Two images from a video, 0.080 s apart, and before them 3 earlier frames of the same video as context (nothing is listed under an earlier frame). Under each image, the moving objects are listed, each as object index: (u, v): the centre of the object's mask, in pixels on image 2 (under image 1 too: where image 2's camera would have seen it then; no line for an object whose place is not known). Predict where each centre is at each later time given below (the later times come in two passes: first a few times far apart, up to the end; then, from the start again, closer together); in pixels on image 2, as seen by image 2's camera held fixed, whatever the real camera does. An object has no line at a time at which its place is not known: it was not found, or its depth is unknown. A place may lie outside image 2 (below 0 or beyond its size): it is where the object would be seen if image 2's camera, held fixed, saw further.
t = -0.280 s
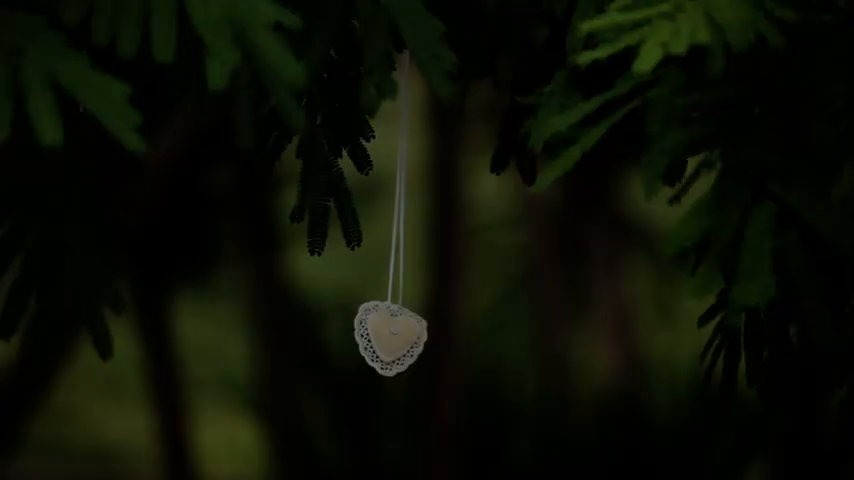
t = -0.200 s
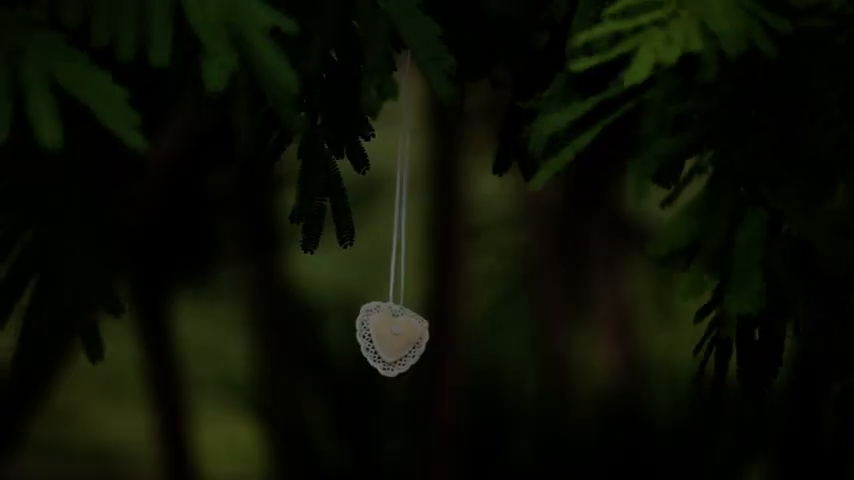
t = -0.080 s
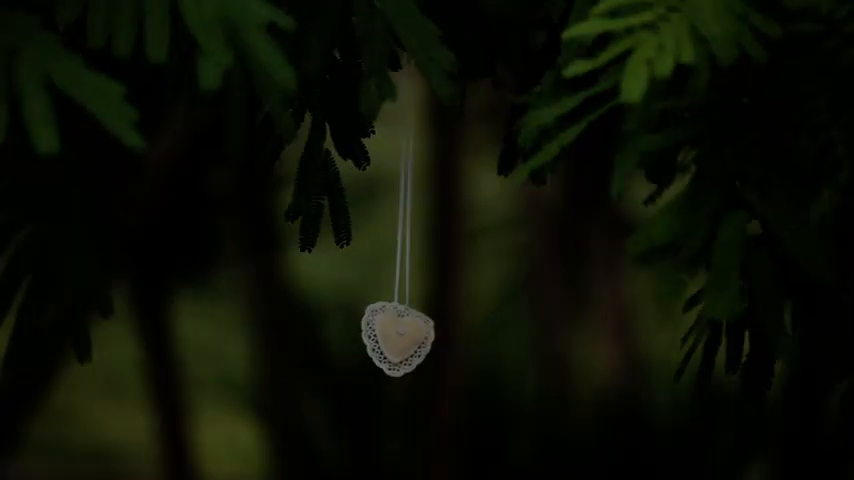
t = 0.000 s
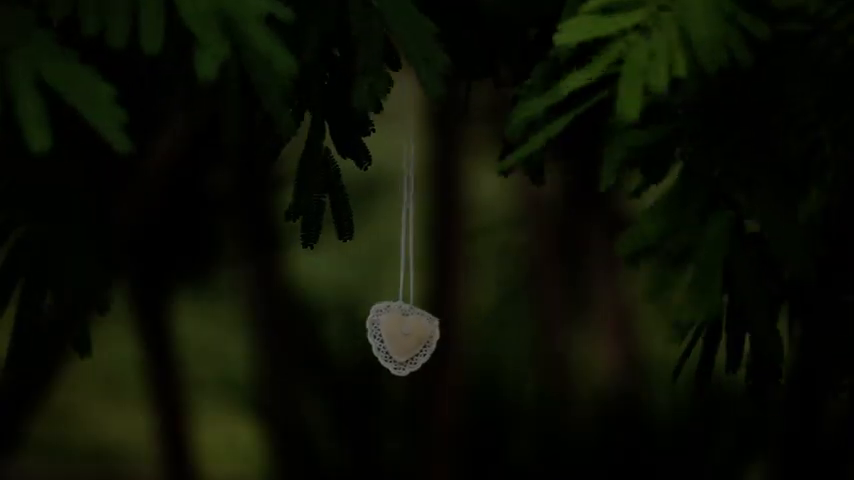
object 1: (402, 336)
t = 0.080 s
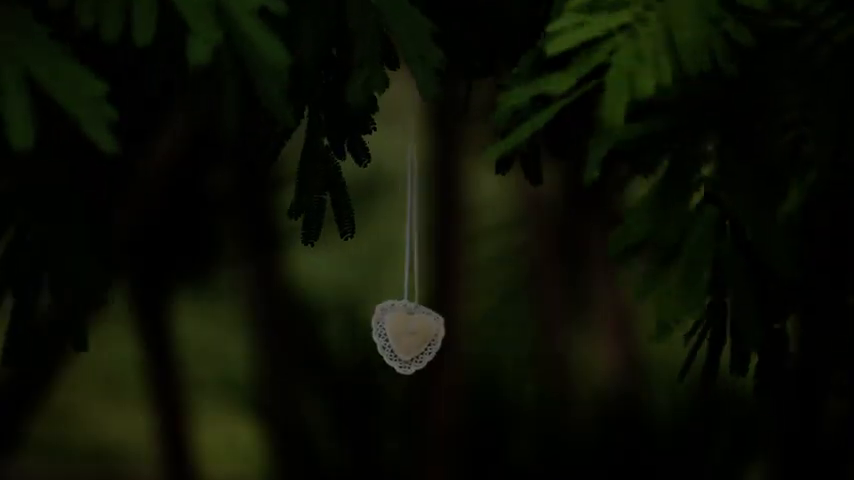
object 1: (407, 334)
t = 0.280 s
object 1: (414, 328)
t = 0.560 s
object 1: (398, 319)
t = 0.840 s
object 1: (362, 313)
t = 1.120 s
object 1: (320, 306)
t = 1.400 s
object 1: (267, 294)
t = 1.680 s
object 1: (320, 304)
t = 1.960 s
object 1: (405, 313)
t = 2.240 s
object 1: (406, 328)
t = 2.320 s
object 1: (399, 332)
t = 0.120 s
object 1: (409, 333)
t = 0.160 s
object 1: (411, 332)
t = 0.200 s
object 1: (412, 331)
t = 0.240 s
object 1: (413, 330)
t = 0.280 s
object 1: (414, 328)
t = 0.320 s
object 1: (414, 327)
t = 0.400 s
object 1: (411, 324)
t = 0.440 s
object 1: (409, 323)
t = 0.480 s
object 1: (406, 321)
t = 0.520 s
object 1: (403, 320)
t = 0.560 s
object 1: (398, 319)
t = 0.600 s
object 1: (393, 318)
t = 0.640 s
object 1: (388, 317)
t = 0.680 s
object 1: (382, 316)
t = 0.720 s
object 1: (377, 315)
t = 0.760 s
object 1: (372, 314)
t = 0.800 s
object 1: (367, 314)
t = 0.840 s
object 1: (362, 313)
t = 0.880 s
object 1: (358, 313)
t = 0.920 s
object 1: (353, 312)
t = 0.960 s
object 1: (348, 311)
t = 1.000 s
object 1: (342, 310)
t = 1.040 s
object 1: (336, 309)
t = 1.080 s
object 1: (328, 307)
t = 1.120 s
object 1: (320, 306)
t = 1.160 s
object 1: (310, 304)
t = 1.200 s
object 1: (301, 302)
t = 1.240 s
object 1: (291, 300)
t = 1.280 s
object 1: (282, 299)
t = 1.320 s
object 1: (275, 297)
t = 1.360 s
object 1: (270, 295)
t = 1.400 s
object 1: (267, 294)
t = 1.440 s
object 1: (266, 294)
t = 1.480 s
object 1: (269, 295)
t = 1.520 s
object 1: (274, 296)
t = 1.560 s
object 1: (281, 297)
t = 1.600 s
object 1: (292, 299)
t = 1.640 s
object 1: (305, 301)
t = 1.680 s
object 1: (320, 304)
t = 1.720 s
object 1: (336, 306)
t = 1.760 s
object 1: (352, 307)
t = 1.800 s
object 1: (366, 309)
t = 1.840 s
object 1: (379, 310)
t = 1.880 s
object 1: (390, 310)
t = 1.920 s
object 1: (398, 311)
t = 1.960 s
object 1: (405, 313)
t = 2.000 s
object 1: (408, 314)
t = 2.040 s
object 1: (411, 316)
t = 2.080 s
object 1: (412, 318)
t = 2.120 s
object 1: (412, 321)
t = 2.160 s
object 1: (411, 323)
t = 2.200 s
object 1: (409, 326)
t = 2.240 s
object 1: (406, 328)
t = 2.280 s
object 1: (403, 330)
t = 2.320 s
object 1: (399, 332)
